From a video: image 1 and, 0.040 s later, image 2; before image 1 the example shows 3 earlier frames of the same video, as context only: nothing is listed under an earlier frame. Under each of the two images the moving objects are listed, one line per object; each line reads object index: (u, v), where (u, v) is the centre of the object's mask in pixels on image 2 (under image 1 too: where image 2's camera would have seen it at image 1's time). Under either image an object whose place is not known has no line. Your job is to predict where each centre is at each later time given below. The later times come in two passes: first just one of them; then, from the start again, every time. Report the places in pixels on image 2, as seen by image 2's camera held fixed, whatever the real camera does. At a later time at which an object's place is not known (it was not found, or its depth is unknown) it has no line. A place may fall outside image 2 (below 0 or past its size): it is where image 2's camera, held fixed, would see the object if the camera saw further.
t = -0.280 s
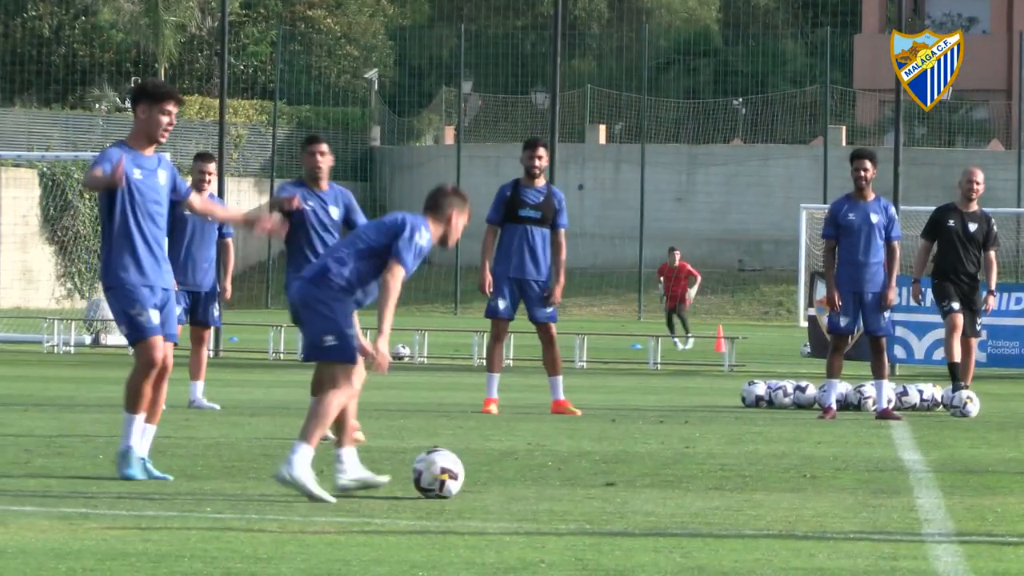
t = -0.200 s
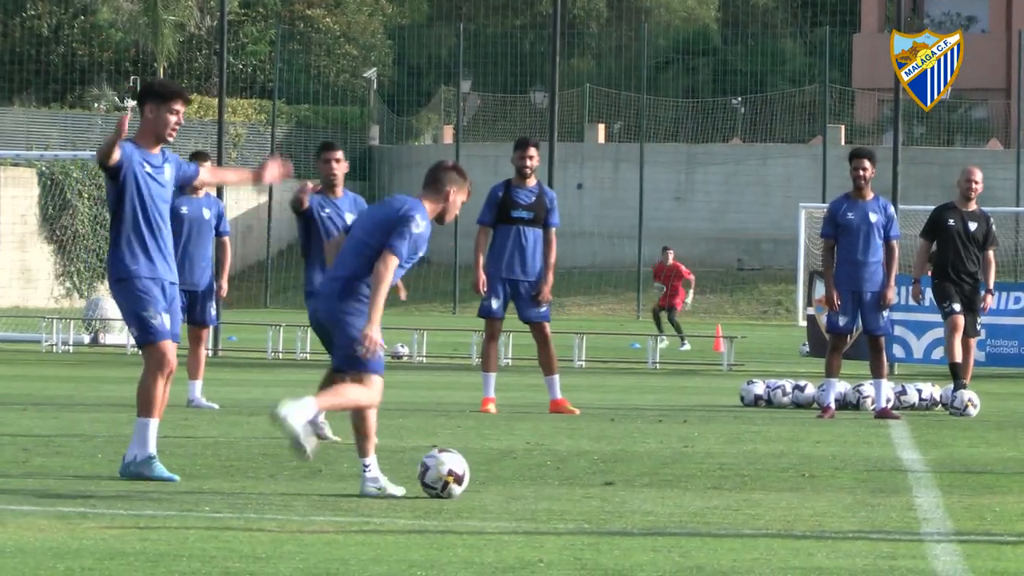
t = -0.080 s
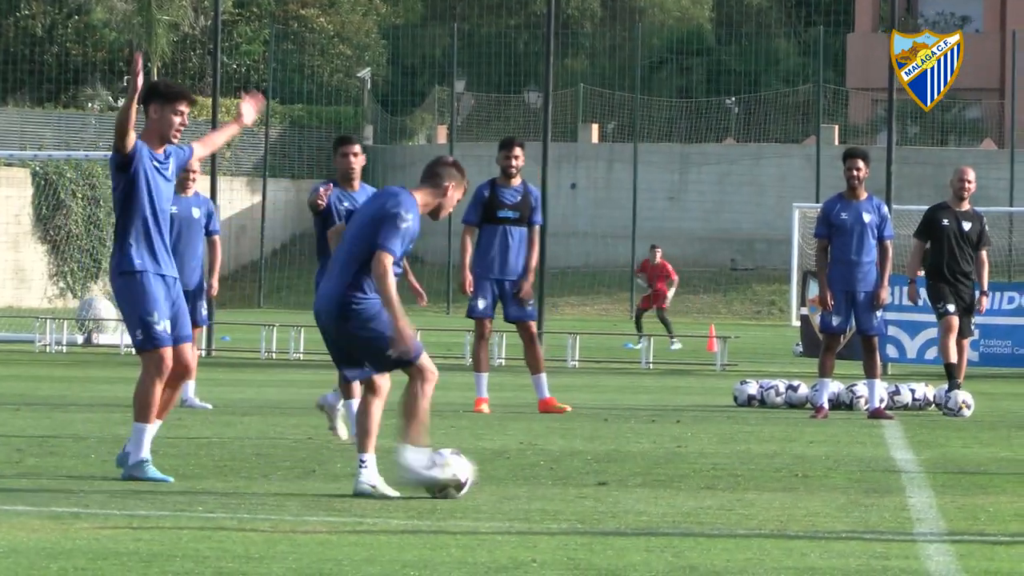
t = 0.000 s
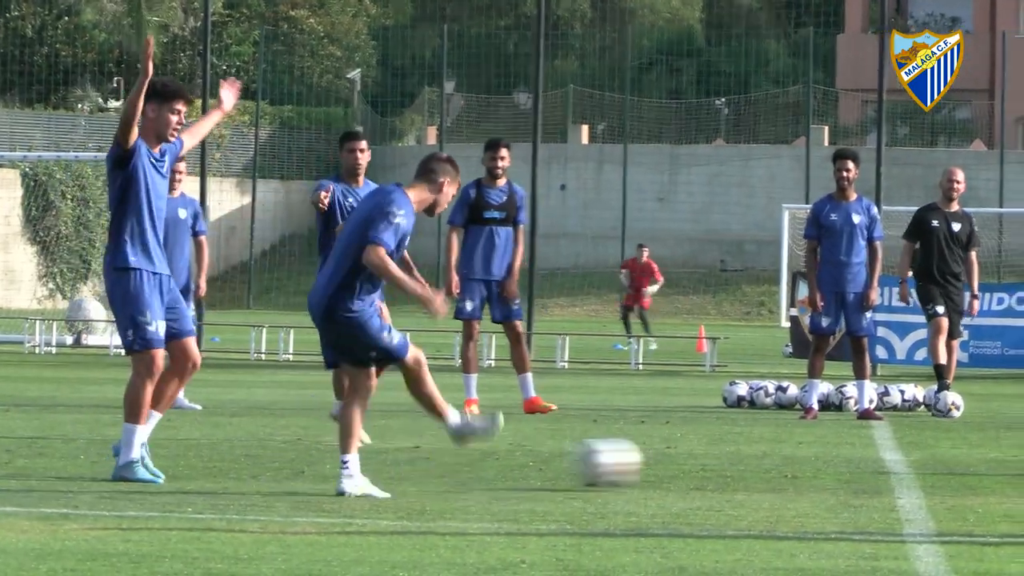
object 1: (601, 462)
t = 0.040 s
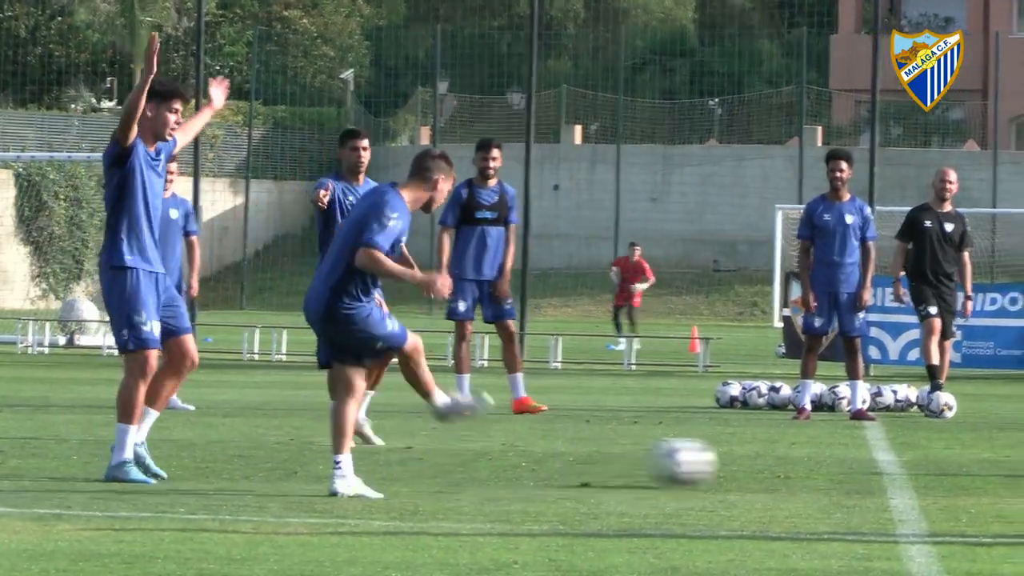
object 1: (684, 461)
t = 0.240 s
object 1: (1022, 452)
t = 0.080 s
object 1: (761, 463)
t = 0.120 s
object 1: (832, 458)
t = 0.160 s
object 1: (898, 453)
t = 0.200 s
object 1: (961, 450)
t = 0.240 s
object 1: (1022, 452)
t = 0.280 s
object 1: (1080, 451)
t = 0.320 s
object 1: (1134, 447)
